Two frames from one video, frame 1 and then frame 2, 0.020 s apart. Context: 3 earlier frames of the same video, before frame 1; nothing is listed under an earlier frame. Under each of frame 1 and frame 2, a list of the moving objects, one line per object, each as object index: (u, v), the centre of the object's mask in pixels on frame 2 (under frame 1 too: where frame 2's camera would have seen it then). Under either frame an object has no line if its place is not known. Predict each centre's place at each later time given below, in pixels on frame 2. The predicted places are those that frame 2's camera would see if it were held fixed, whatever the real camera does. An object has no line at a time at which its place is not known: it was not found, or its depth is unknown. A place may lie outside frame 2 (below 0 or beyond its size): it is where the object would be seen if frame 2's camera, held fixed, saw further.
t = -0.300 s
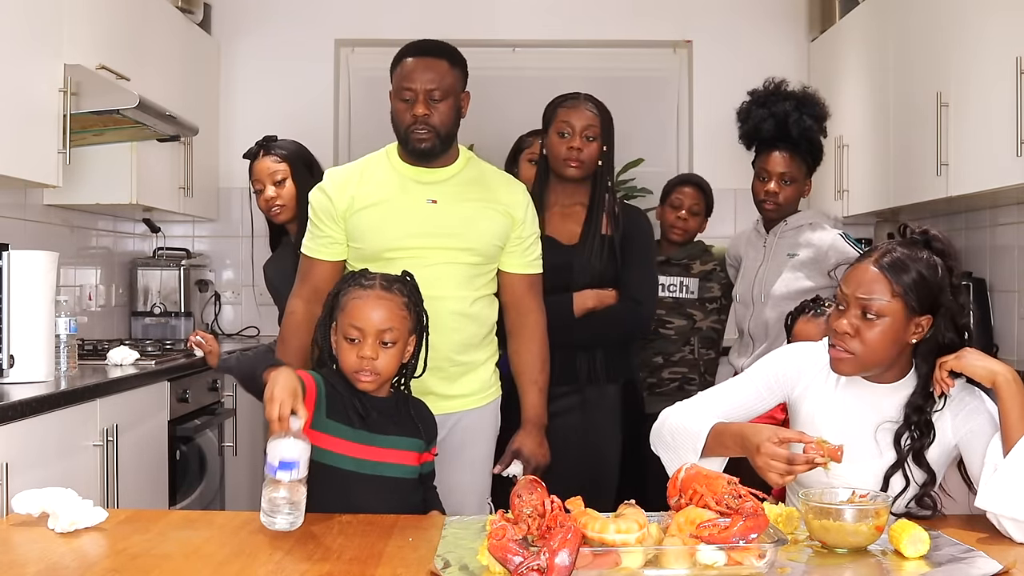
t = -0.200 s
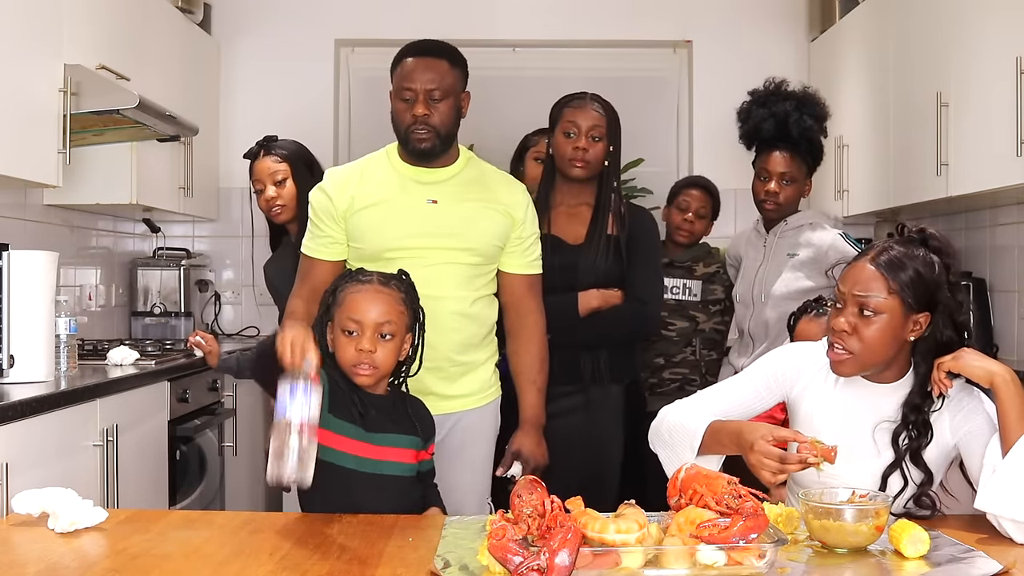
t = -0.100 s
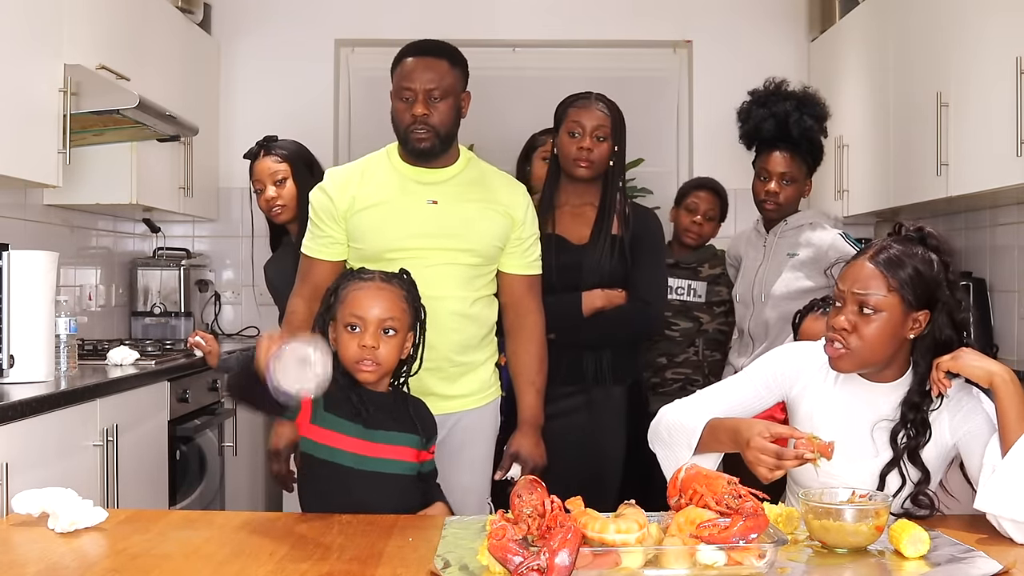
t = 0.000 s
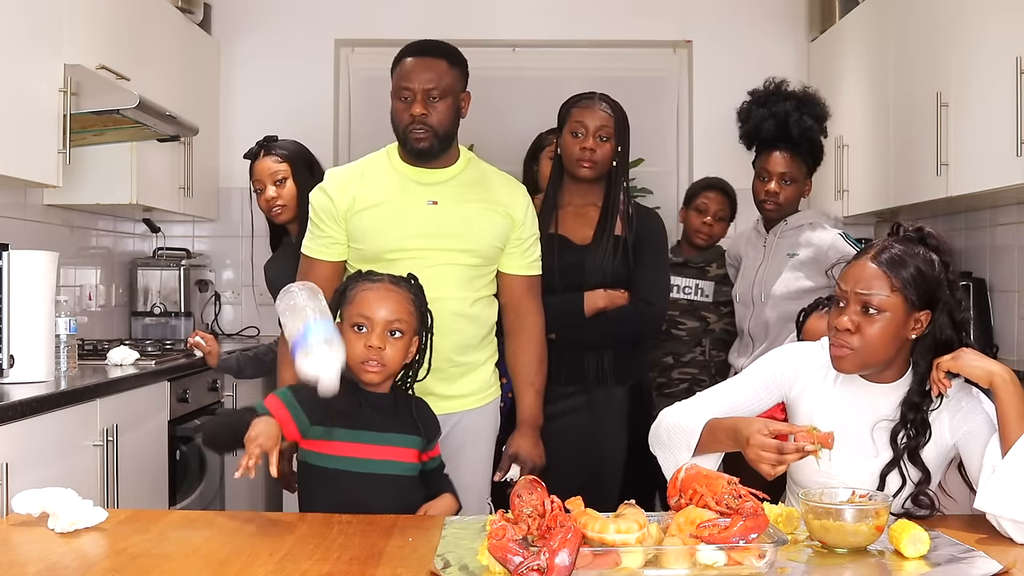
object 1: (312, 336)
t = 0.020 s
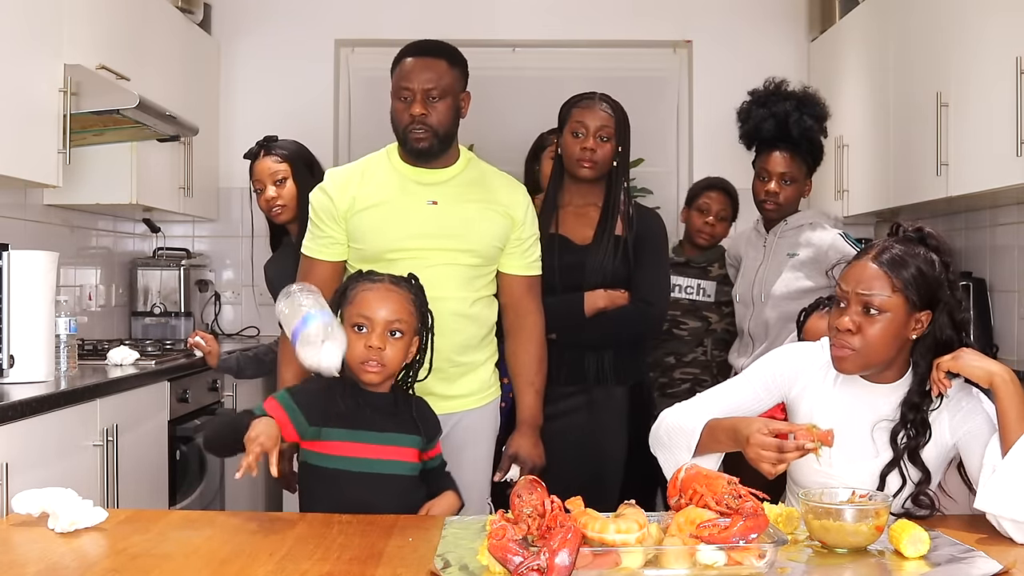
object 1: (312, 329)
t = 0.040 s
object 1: (312, 325)
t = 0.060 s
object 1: (311, 327)
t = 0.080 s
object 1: (311, 334)
